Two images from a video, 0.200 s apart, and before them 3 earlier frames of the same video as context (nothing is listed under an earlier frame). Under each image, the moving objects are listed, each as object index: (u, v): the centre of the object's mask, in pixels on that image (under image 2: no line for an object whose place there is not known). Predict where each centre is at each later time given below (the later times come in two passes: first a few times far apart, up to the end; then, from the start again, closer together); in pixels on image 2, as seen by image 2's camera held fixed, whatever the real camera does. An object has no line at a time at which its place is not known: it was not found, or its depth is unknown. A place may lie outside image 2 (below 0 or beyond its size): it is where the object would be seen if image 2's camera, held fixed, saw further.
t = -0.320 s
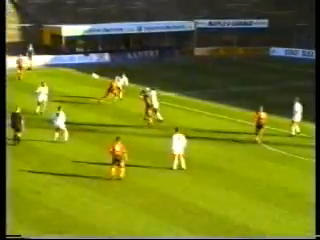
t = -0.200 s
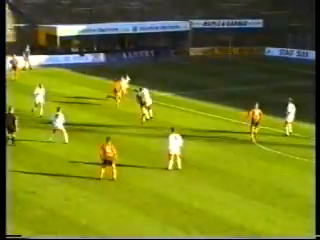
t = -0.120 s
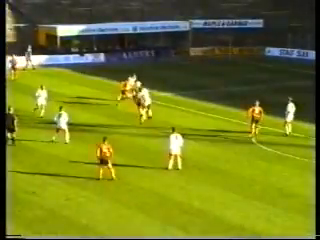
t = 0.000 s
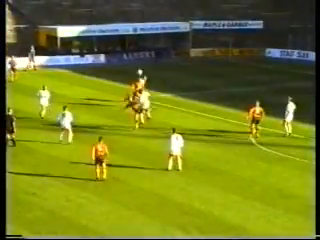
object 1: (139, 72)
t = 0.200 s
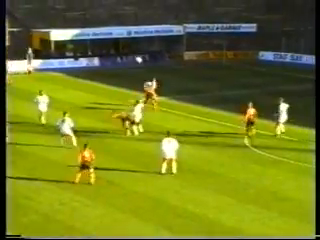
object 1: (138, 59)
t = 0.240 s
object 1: (140, 57)
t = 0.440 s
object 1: (150, 50)
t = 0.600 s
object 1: (159, 51)
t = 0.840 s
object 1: (171, 61)
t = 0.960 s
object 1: (180, 72)
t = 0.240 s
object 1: (140, 57)
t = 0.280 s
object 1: (141, 55)
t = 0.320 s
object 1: (143, 53)
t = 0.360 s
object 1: (146, 52)
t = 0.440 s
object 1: (150, 50)
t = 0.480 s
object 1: (153, 50)
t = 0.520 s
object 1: (154, 50)
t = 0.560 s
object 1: (157, 50)
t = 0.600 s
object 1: (159, 51)
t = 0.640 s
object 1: (161, 52)
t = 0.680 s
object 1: (163, 54)
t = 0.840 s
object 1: (171, 61)
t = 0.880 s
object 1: (174, 65)
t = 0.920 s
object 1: (177, 68)
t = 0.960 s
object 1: (180, 72)
